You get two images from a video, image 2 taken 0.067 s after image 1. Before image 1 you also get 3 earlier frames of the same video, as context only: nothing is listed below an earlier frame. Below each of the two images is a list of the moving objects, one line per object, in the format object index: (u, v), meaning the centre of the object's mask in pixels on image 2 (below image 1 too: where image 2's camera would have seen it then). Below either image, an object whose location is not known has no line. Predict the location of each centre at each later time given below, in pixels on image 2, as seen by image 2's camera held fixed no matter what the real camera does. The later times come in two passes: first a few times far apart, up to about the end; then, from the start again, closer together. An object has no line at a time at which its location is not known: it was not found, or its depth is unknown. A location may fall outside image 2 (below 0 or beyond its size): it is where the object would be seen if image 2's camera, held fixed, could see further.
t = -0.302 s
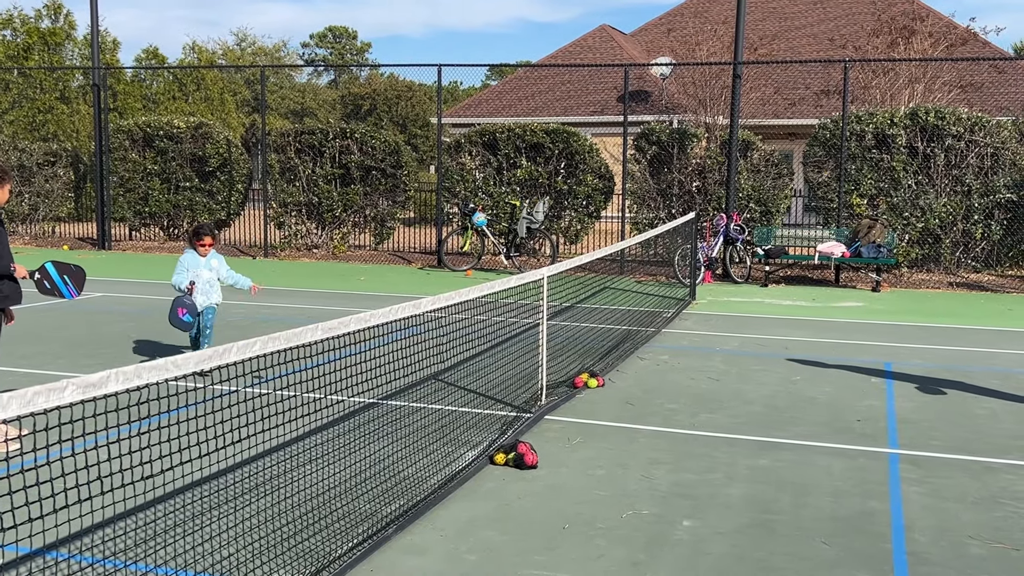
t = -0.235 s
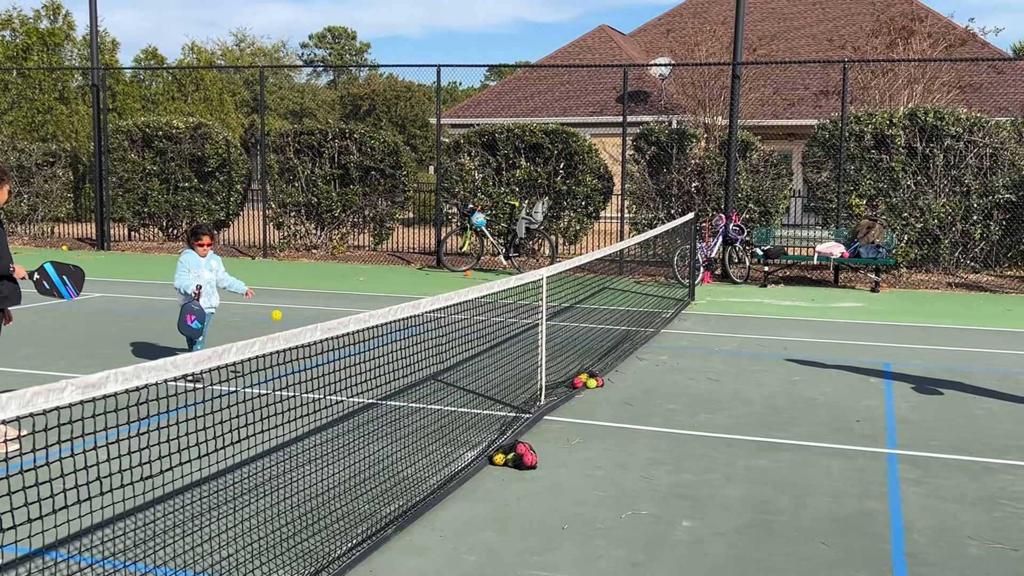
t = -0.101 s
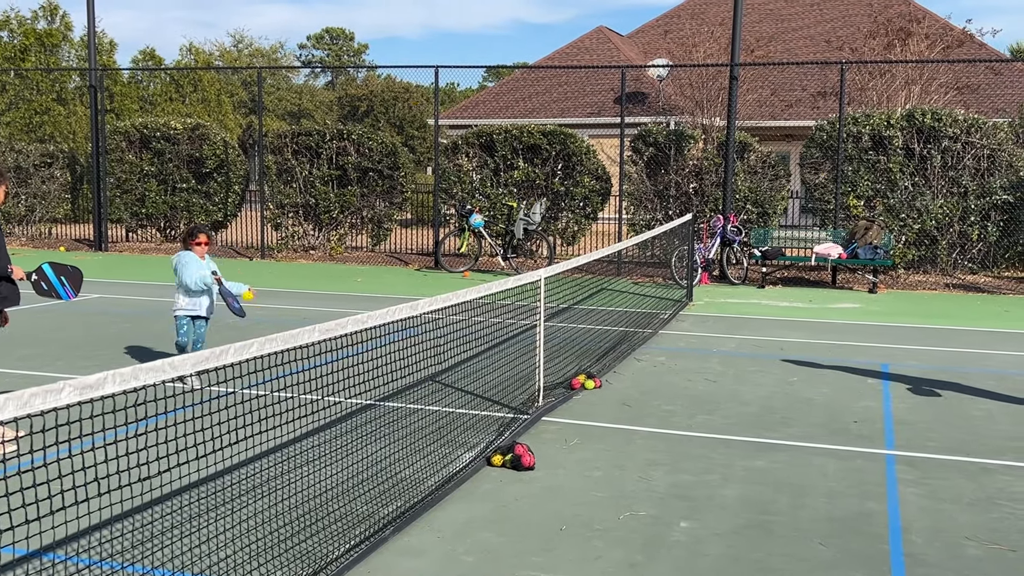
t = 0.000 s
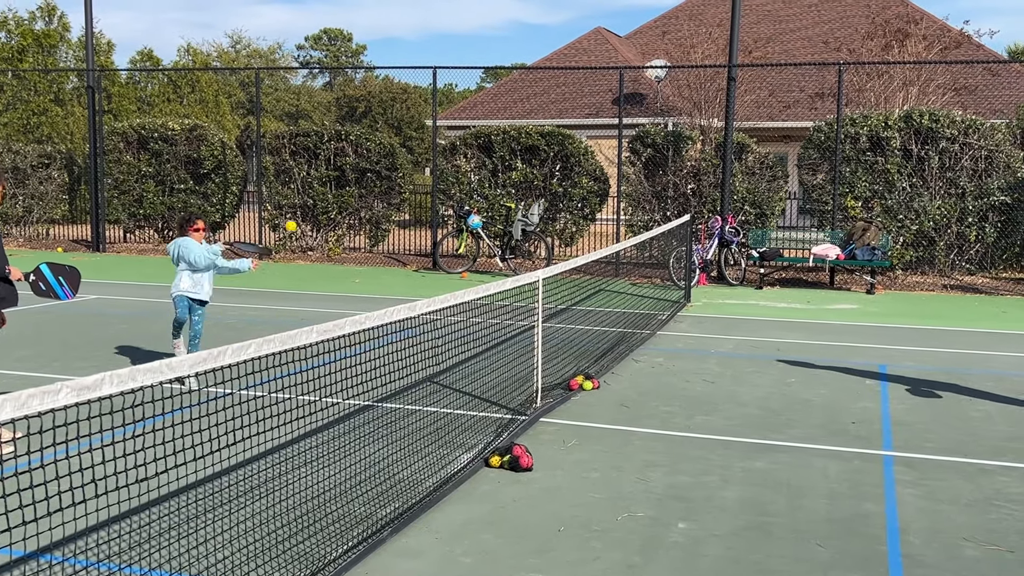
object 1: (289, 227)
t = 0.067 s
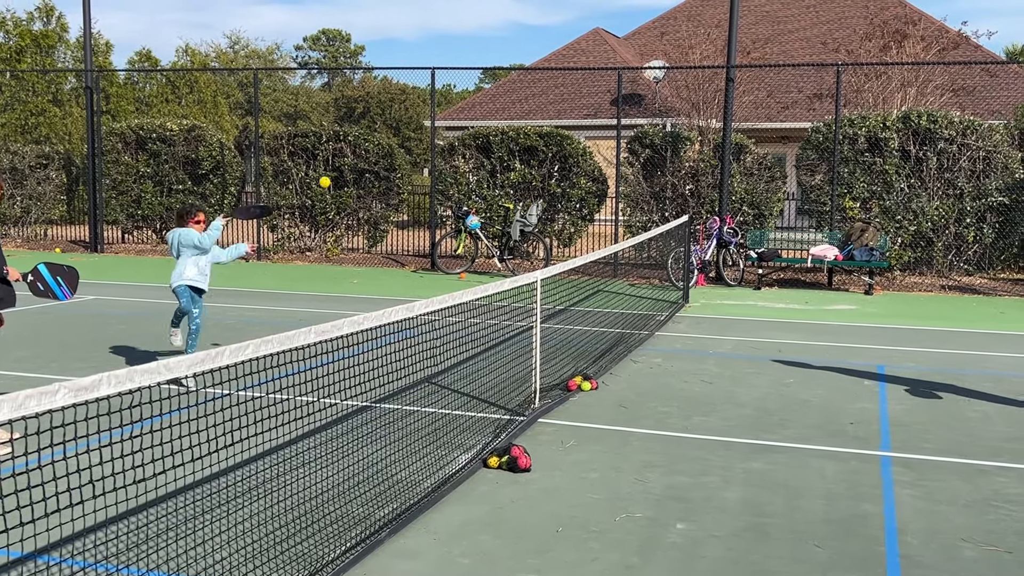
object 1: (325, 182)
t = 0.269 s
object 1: (428, 90)
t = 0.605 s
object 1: (590, 69)
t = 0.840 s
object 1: (694, 146)
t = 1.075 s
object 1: (789, 284)
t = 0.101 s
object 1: (342, 162)
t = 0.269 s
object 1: (428, 90)
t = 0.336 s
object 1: (461, 72)
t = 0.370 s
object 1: (477, 66)
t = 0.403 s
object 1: (494, 62)
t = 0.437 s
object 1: (510, 59)
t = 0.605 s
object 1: (590, 69)
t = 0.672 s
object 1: (621, 84)
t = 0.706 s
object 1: (636, 94)
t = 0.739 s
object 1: (650, 105)
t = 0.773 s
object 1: (666, 117)
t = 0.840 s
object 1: (694, 146)
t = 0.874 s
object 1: (709, 162)
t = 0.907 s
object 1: (723, 179)
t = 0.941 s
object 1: (736, 198)
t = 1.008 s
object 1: (763, 239)
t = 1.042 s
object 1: (776, 261)
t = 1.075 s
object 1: (789, 284)
